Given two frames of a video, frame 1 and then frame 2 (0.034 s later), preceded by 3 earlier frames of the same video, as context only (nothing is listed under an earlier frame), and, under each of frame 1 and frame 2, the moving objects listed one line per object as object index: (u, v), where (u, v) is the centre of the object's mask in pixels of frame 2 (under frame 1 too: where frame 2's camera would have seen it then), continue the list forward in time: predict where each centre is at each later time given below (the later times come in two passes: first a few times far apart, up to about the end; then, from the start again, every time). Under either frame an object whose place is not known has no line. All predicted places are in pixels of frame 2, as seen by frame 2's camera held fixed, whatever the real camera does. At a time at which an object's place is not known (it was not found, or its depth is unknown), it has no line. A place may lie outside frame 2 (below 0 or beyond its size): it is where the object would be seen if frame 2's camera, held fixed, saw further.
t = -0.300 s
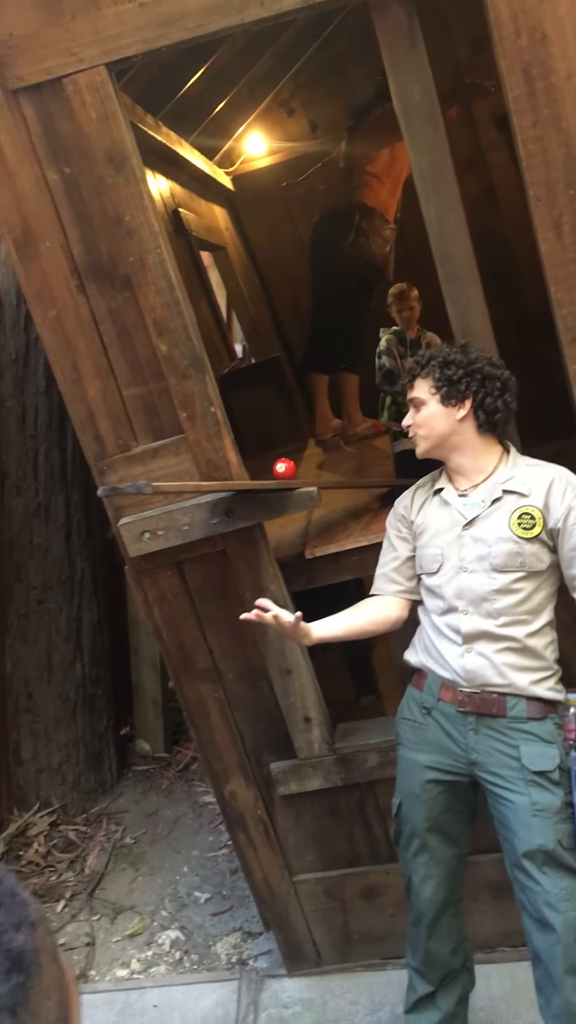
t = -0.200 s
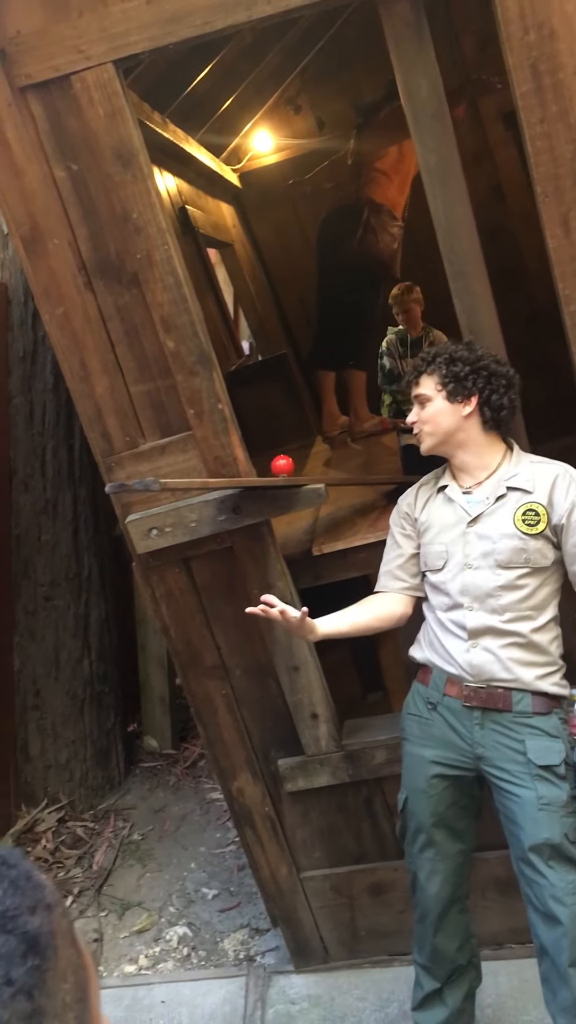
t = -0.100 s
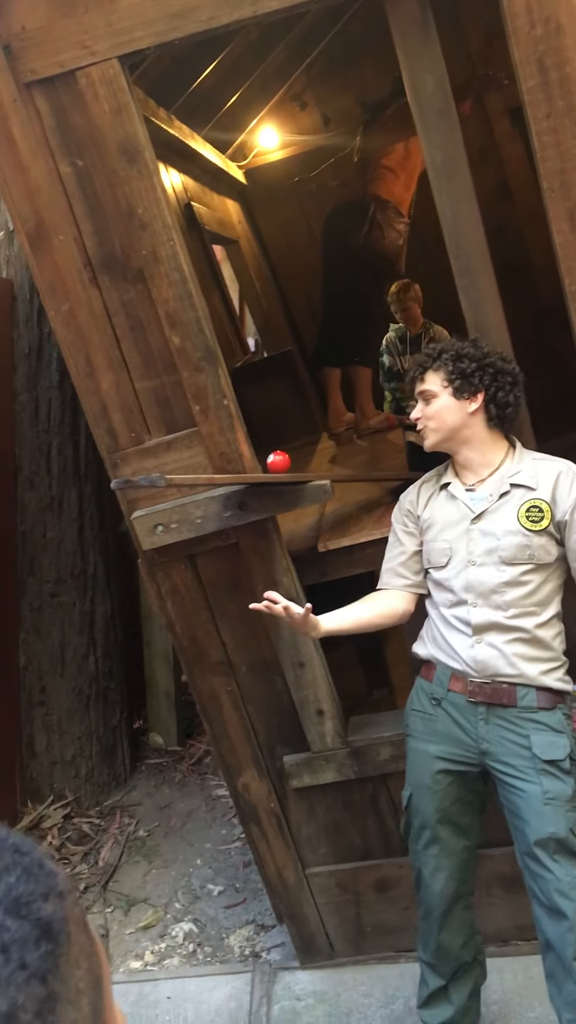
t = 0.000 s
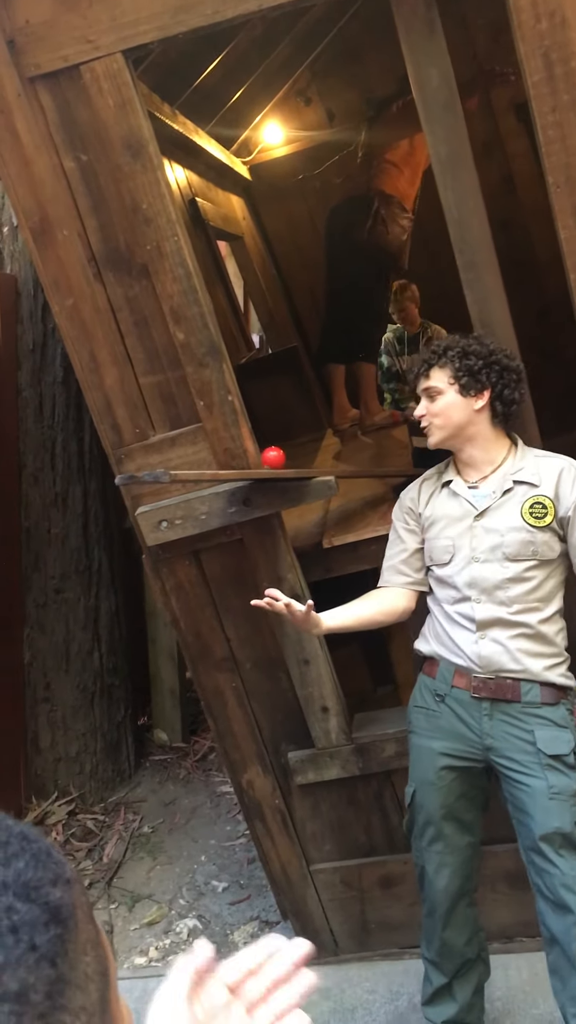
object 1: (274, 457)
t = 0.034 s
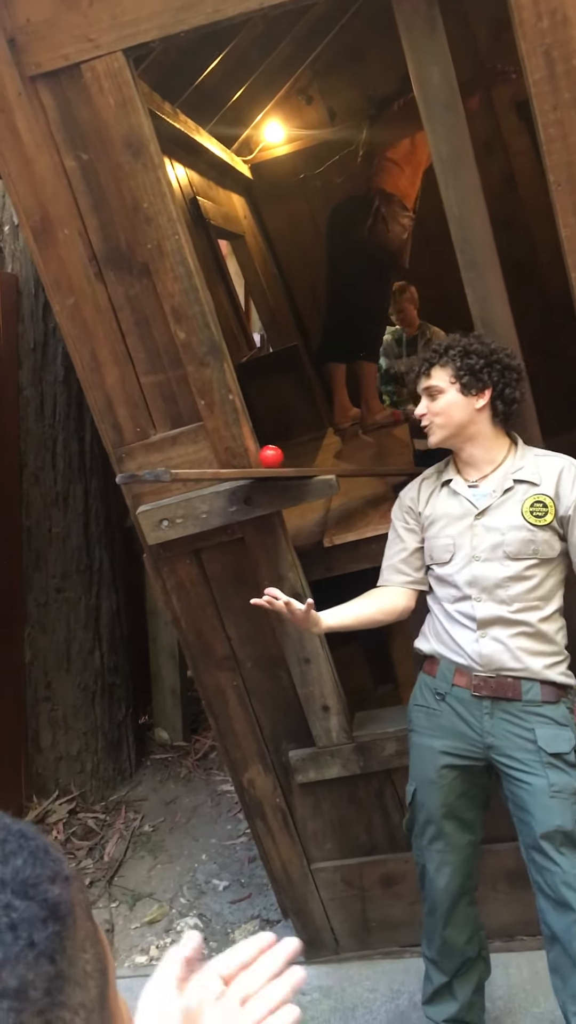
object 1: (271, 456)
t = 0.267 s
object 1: (244, 457)
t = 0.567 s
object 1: (205, 457)
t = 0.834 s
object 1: (165, 459)
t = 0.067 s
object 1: (267, 457)
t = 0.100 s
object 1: (264, 457)
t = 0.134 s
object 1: (260, 457)
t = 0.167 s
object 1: (256, 457)
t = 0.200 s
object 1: (252, 457)
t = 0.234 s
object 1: (248, 457)
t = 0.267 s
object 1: (244, 457)
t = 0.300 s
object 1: (240, 457)
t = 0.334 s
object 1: (236, 457)
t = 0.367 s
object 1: (231, 458)
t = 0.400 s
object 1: (228, 458)
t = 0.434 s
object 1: (223, 458)
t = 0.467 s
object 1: (220, 458)
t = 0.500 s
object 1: (215, 458)
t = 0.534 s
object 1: (210, 458)
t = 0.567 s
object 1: (205, 457)
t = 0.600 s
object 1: (201, 458)
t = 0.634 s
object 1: (195, 458)
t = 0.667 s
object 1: (191, 458)
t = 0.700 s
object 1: (185, 459)
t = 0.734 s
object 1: (181, 459)
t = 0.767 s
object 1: (176, 459)
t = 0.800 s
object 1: (171, 459)
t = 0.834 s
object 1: (165, 459)
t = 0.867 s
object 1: (159, 459)
